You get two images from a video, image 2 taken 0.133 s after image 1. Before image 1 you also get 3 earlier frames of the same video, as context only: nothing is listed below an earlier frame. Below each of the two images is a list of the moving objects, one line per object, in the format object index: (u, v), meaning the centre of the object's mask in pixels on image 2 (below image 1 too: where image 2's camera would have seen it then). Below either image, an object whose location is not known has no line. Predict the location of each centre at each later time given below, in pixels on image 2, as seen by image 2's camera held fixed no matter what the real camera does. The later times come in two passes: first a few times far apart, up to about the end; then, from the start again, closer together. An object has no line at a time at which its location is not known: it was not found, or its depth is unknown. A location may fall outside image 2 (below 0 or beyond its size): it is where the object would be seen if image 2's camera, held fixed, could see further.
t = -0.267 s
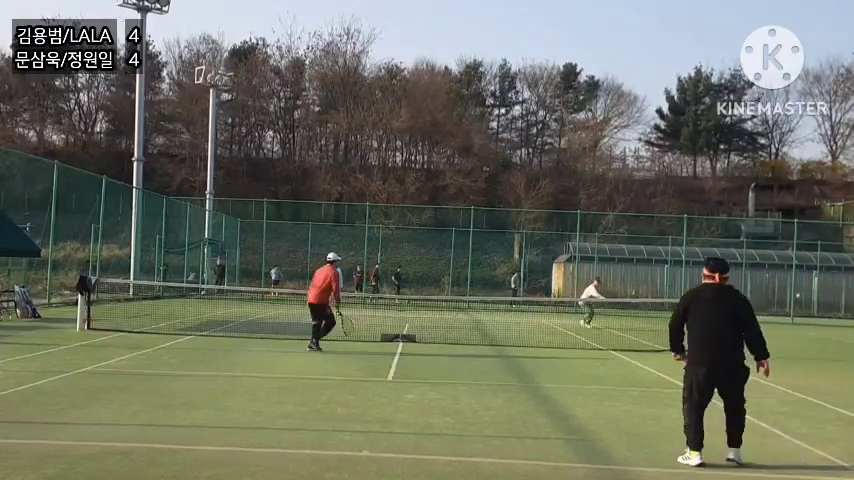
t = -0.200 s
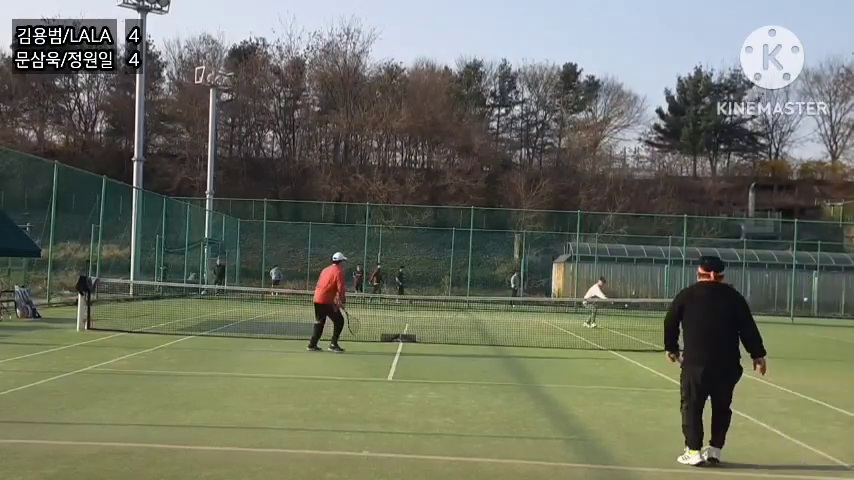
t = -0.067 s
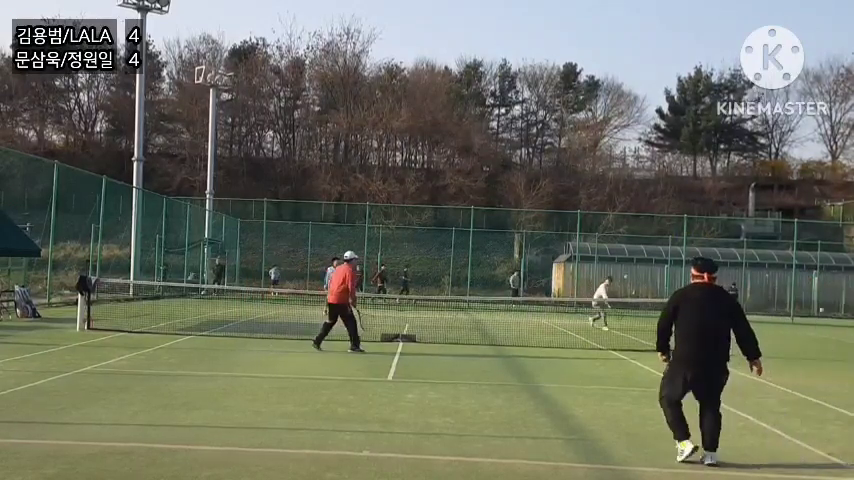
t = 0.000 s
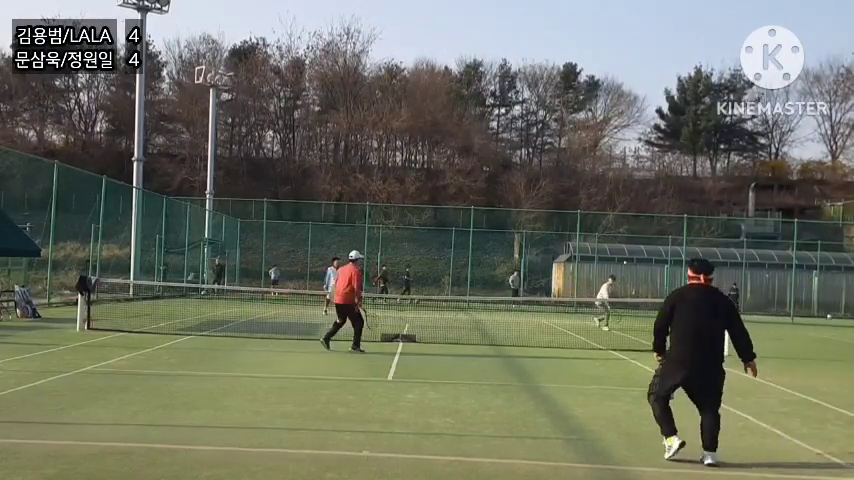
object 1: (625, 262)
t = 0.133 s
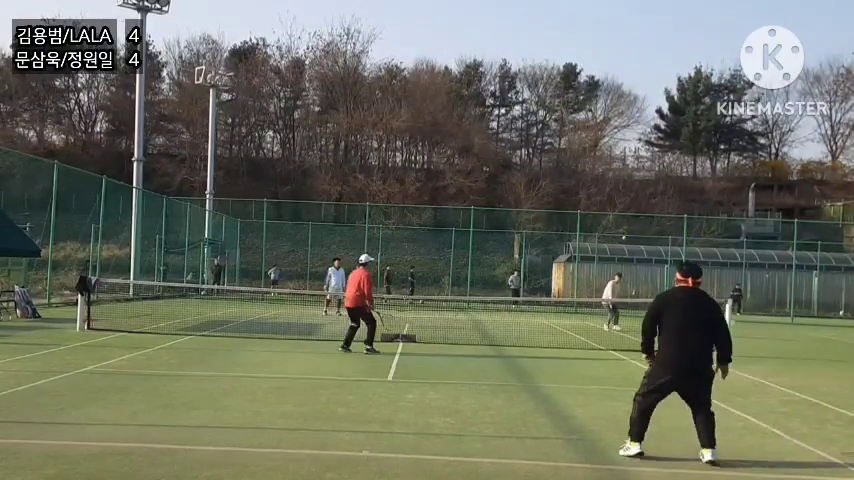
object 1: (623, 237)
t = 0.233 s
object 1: (623, 222)
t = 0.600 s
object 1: (617, 195)
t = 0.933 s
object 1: (605, 241)
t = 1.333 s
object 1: (579, 431)
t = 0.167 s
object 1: (623, 232)
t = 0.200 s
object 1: (624, 226)
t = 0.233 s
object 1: (623, 222)
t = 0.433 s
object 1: (620, 200)
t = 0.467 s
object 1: (620, 198)
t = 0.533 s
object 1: (618, 195)
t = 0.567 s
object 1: (618, 195)
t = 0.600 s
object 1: (617, 195)
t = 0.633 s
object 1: (616, 196)
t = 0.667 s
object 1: (615, 197)
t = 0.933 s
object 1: (605, 241)
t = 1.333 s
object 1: (579, 431)
